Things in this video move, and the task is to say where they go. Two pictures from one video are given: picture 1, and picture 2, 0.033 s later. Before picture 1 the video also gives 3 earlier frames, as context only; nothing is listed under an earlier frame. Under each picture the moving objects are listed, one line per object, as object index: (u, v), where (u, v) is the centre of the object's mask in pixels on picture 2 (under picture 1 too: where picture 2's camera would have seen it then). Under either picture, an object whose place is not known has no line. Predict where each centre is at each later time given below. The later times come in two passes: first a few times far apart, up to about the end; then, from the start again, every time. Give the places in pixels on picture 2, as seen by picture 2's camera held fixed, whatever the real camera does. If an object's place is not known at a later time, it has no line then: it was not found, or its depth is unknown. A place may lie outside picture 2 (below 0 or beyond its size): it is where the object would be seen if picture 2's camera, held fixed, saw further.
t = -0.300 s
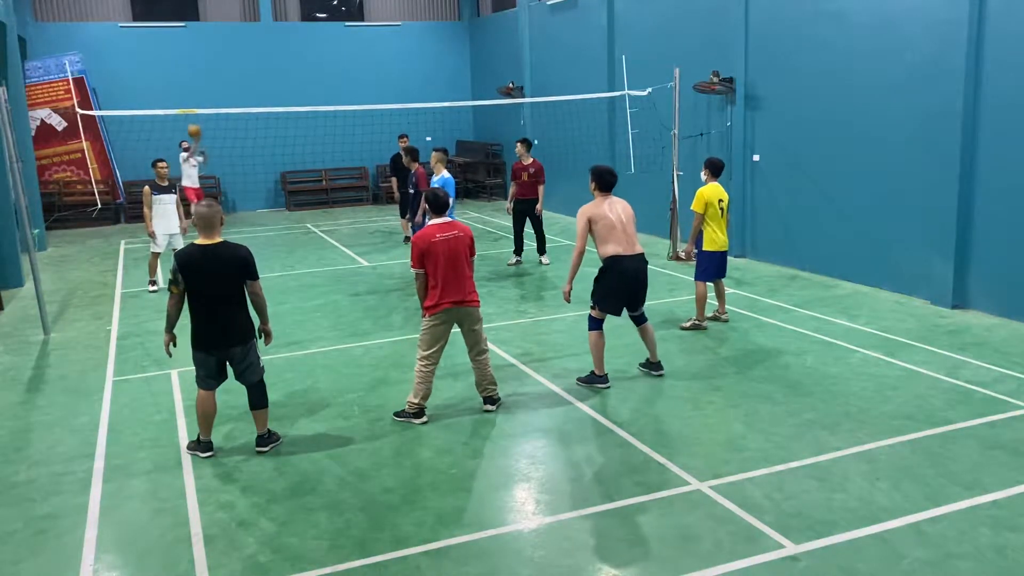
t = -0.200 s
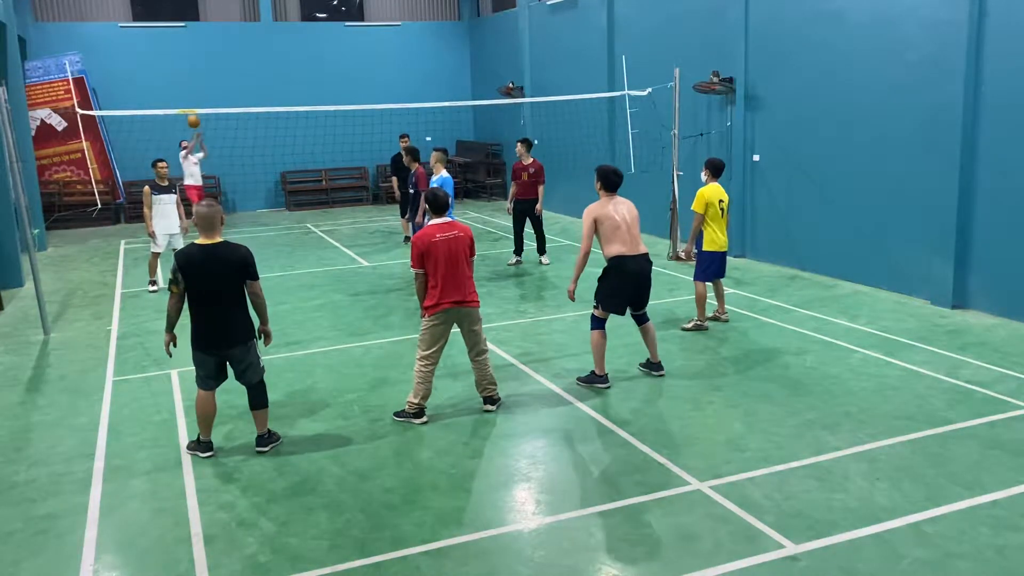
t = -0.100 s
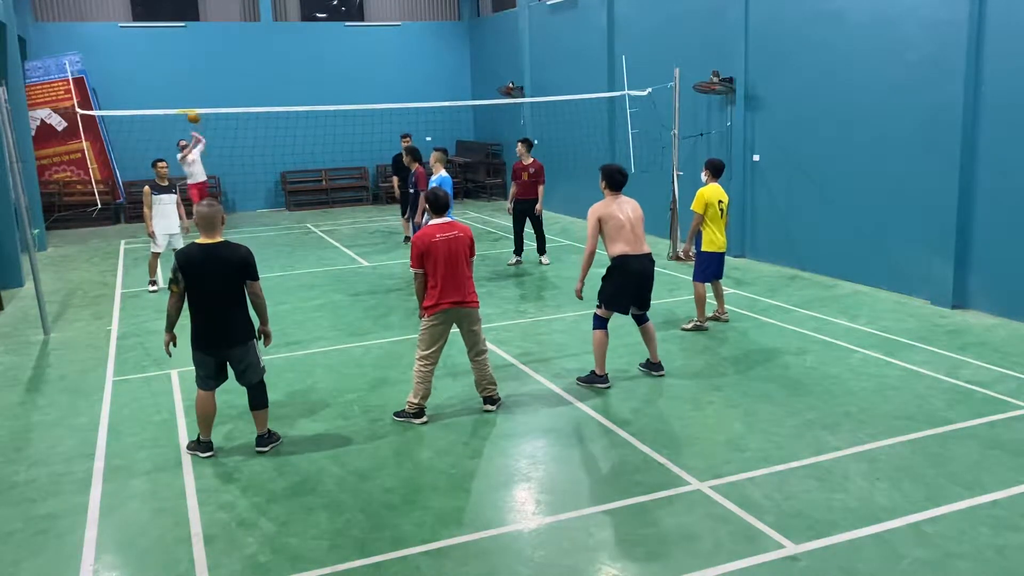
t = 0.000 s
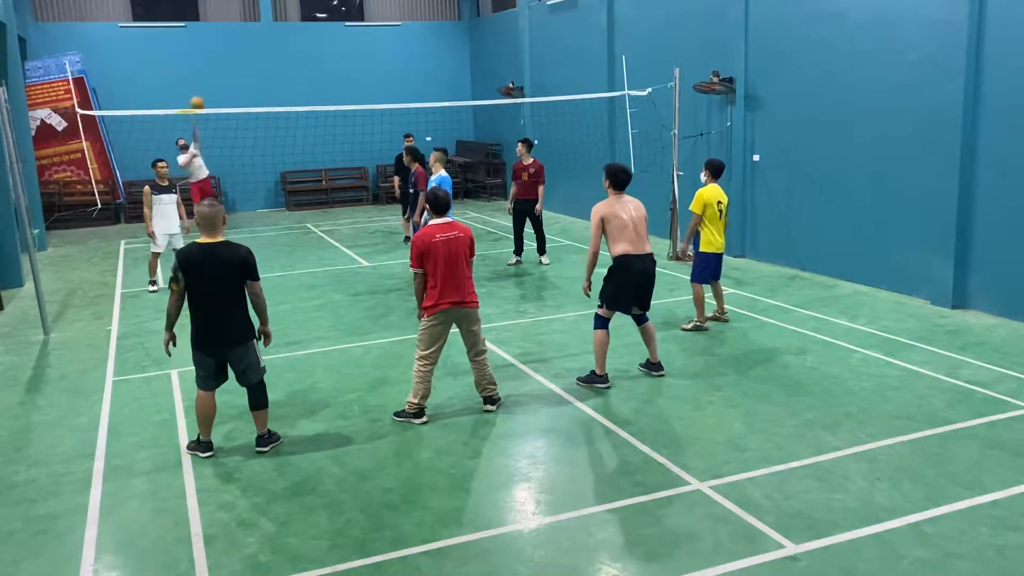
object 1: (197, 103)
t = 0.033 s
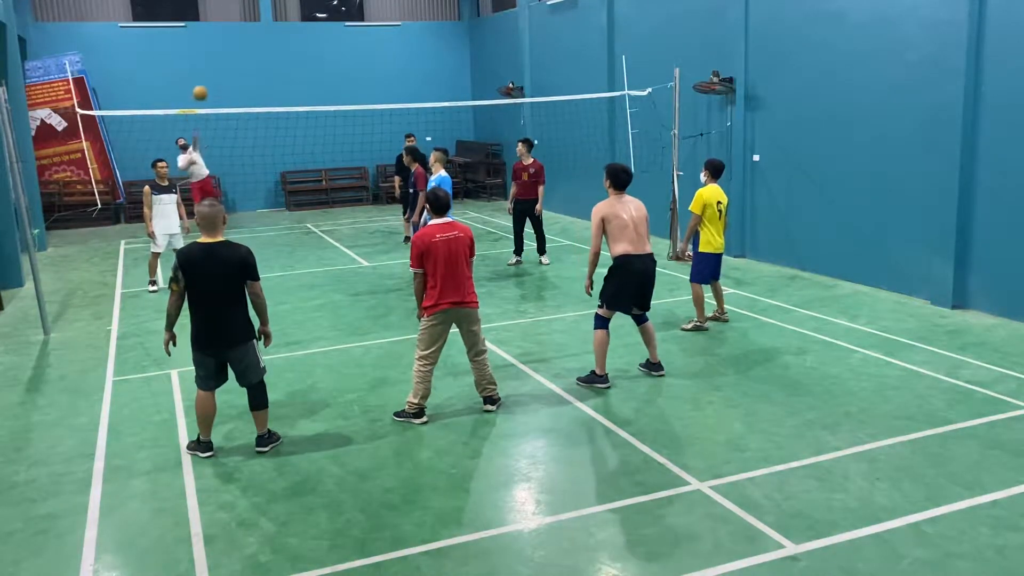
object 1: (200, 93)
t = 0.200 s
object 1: (218, 49)
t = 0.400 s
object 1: (252, 23)
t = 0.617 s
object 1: (304, 37)
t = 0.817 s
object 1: (365, 106)
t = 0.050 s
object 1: (201, 88)
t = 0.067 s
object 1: (203, 83)
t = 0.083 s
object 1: (205, 78)
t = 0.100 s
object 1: (207, 73)
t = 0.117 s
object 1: (208, 69)
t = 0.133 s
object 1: (210, 65)
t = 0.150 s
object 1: (212, 60)
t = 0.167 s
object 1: (214, 57)
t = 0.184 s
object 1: (216, 53)
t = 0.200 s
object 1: (218, 49)
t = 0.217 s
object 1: (221, 46)
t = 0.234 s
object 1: (223, 43)
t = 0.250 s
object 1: (225, 40)
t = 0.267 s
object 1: (228, 38)
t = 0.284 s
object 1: (230, 35)
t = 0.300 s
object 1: (233, 32)
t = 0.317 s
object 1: (236, 30)
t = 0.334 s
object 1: (239, 28)
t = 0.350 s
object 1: (242, 26)
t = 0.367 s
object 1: (246, 25)
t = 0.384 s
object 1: (249, 24)
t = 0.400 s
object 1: (252, 23)
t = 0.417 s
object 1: (255, 22)
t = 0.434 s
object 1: (259, 22)
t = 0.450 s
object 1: (263, 21)
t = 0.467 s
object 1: (266, 22)
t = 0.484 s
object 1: (270, 22)
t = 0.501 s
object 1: (274, 22)
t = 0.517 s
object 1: (278, 23)
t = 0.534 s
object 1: (282, 25)
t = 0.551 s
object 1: (286, 26)
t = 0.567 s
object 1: (290, 28)
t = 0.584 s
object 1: (295, 31)
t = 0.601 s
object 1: (300, 34)
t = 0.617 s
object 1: (304, 37)
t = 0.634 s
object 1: (309, 40)
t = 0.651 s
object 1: (313, 44)
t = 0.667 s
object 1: (318, 48)
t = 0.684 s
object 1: (323, 53)
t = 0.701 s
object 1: (328, 58)
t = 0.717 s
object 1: (333, 63)
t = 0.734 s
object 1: (338, 68)
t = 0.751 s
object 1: (344, 75)
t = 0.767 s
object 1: (348, 81)
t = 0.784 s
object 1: (354, 89)
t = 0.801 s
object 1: (360, 97)
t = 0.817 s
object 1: (365, 106)
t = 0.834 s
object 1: (371, 114)
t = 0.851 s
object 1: (377, 125)
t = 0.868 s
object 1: (382, 134)
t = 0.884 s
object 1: (388, 144)
